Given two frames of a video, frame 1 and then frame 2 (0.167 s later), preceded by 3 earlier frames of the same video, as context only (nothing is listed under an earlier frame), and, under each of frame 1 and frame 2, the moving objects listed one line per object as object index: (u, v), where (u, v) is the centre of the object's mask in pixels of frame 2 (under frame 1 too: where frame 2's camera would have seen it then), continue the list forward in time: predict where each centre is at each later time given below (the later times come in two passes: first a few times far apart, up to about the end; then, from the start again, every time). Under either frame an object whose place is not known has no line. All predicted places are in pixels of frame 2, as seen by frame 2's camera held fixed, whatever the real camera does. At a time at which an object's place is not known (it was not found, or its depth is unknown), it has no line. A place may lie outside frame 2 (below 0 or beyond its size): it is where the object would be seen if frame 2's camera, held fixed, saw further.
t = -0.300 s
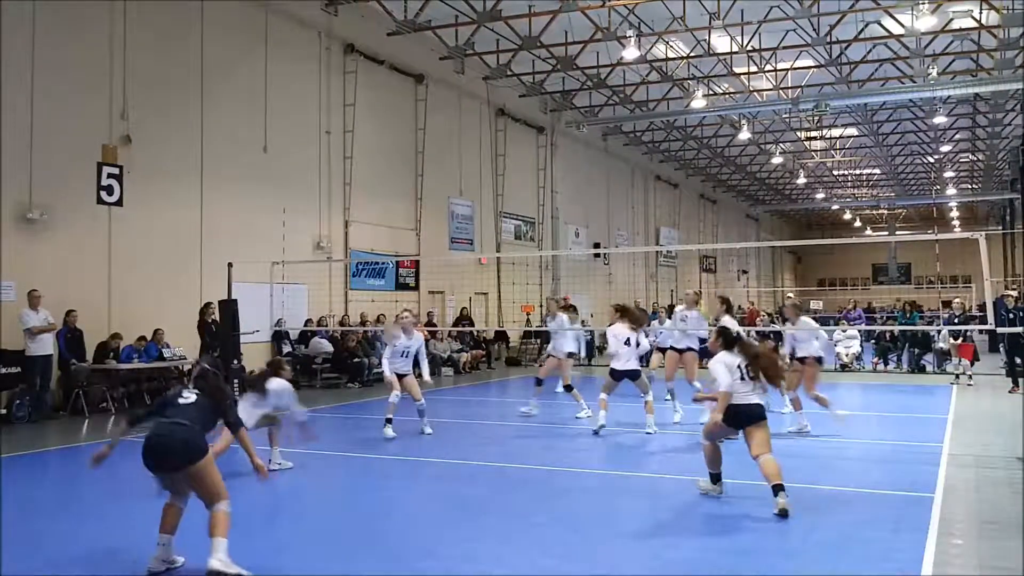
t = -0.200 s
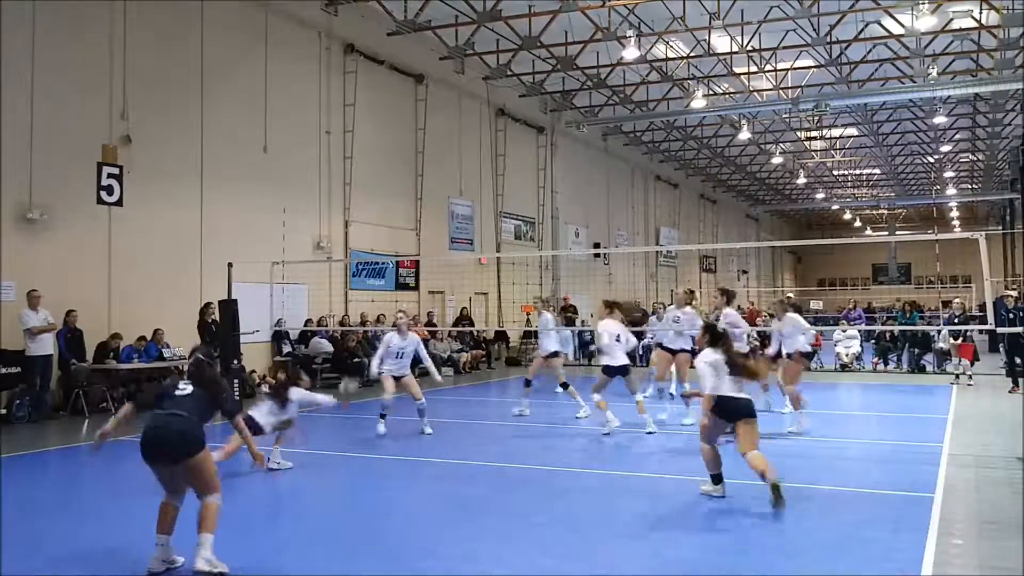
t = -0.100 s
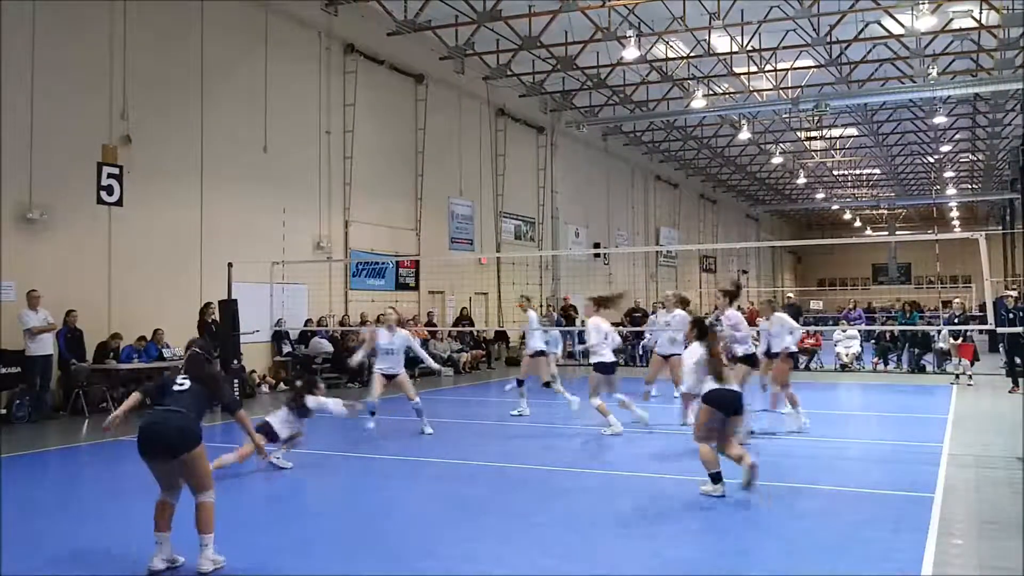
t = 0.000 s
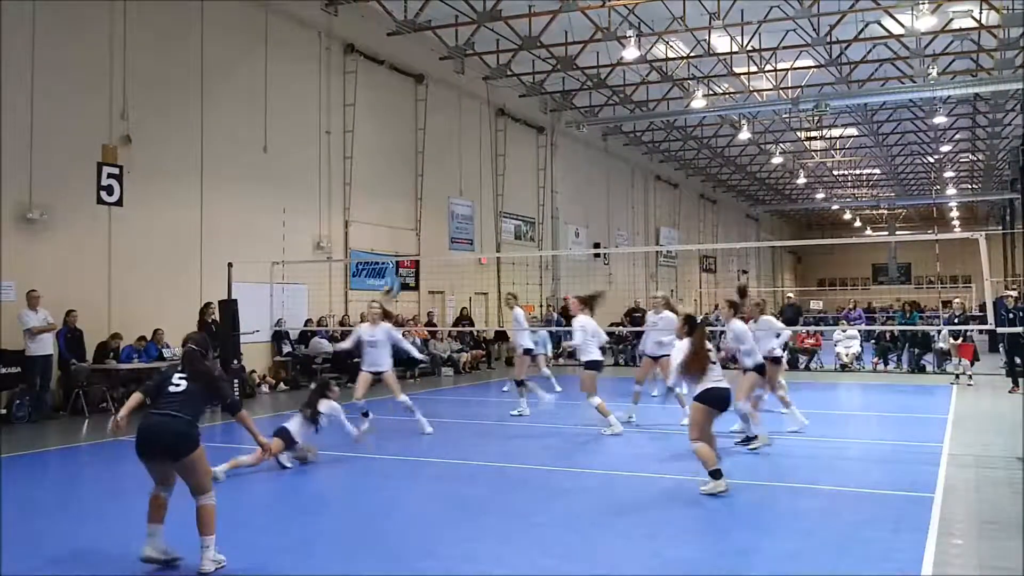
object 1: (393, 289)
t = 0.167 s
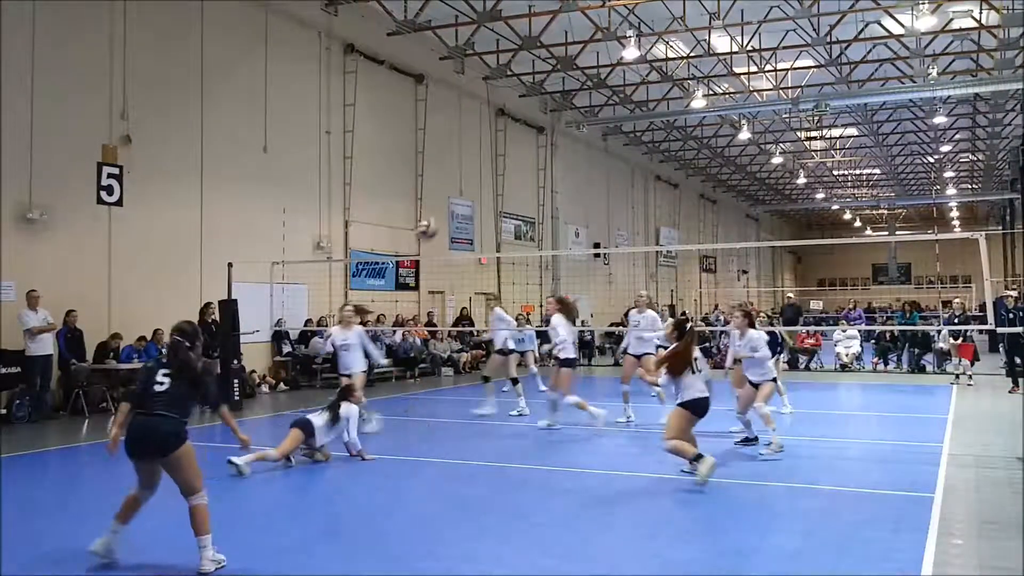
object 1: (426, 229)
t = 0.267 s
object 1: (449, 205)
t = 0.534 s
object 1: (507, 189)
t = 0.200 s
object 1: (435, 220)
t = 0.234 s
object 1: (441, 211)
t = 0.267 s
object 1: (449, 205)
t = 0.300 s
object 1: (456, 198)
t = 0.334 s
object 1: (464, 195)
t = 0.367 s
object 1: (470, 191)
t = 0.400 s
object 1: (478, 189)
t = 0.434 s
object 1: (486, 188)
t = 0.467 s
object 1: (493, 186)
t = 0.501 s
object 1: (500, 187)
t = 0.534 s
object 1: (507, 189)
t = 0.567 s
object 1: (515, 192)
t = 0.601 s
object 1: (522, 196)
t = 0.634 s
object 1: (530, 201)
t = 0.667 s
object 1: (537, 207)
